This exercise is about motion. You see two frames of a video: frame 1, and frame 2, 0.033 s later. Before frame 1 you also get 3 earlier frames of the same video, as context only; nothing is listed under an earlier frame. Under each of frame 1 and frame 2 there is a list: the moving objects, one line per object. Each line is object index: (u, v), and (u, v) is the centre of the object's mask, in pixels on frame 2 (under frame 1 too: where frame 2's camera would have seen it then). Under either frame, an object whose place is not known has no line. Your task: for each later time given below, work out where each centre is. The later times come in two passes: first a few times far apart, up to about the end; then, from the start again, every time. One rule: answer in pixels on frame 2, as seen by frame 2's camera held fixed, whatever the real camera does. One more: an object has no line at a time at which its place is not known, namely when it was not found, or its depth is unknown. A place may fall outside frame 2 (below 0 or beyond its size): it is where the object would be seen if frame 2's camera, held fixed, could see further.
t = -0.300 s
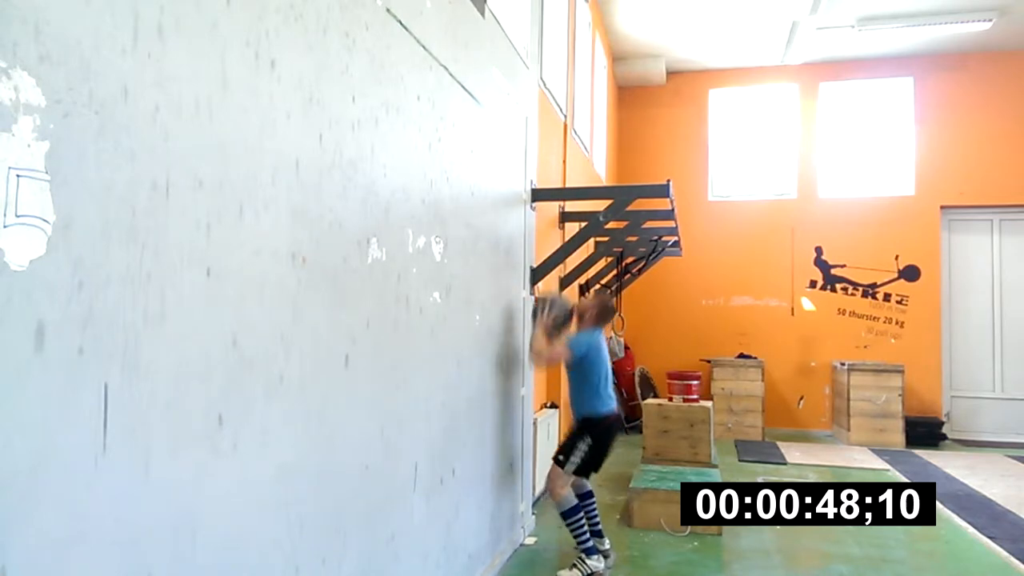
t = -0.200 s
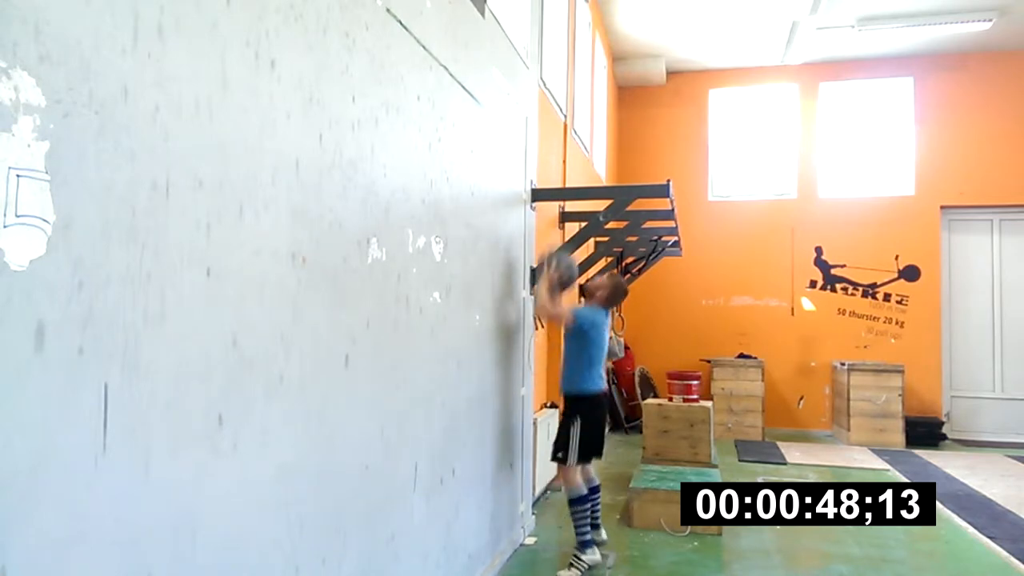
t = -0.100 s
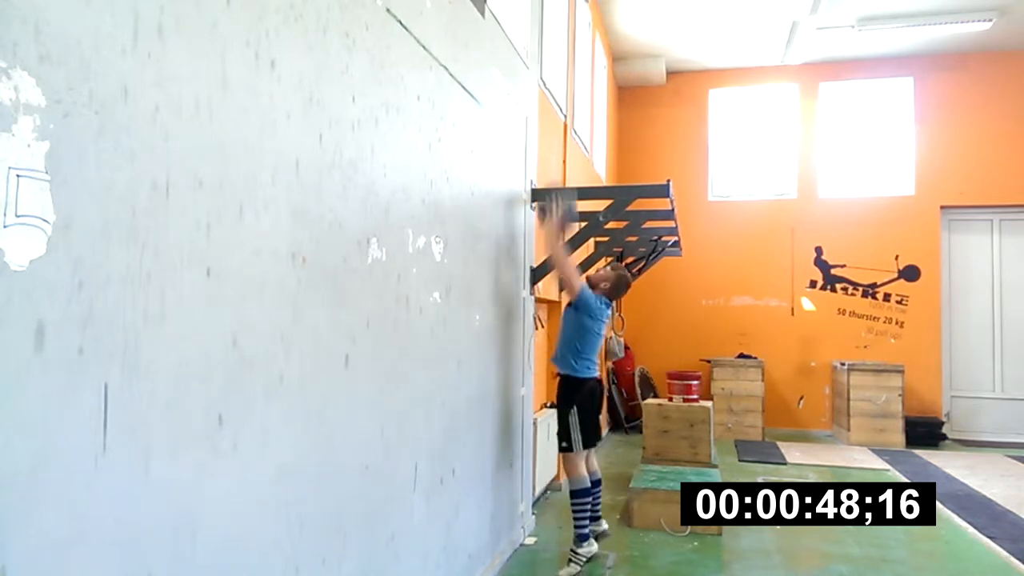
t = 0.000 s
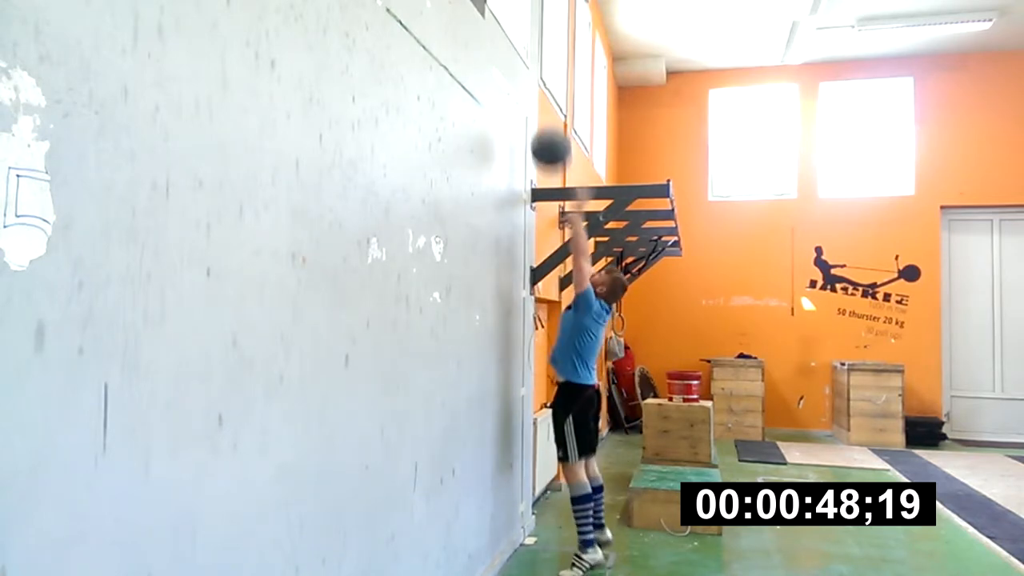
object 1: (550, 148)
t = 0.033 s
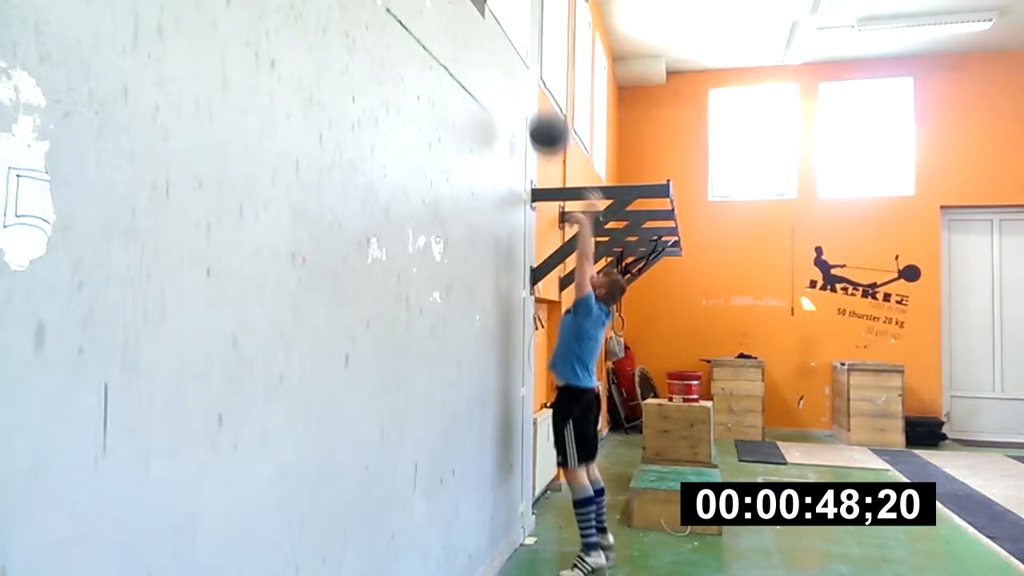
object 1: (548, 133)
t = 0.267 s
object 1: (534, 72)
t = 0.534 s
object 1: (546, 108)
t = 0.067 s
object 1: (546, 119)
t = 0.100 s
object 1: (544, 108)
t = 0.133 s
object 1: (543, 97)
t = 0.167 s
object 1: (540, 88)
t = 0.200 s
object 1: (538, 81)
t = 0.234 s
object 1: (536, 76)
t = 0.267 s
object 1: (534, 72)
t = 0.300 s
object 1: (534, 71)
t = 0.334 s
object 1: (535, 71)
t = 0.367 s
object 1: (538, 73)
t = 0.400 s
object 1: (539, 76)
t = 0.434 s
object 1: (541, 82)
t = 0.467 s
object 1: (543, 89)
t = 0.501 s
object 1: (544, 98)
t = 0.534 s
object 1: (546, 108)
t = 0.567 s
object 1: (547, 121)
